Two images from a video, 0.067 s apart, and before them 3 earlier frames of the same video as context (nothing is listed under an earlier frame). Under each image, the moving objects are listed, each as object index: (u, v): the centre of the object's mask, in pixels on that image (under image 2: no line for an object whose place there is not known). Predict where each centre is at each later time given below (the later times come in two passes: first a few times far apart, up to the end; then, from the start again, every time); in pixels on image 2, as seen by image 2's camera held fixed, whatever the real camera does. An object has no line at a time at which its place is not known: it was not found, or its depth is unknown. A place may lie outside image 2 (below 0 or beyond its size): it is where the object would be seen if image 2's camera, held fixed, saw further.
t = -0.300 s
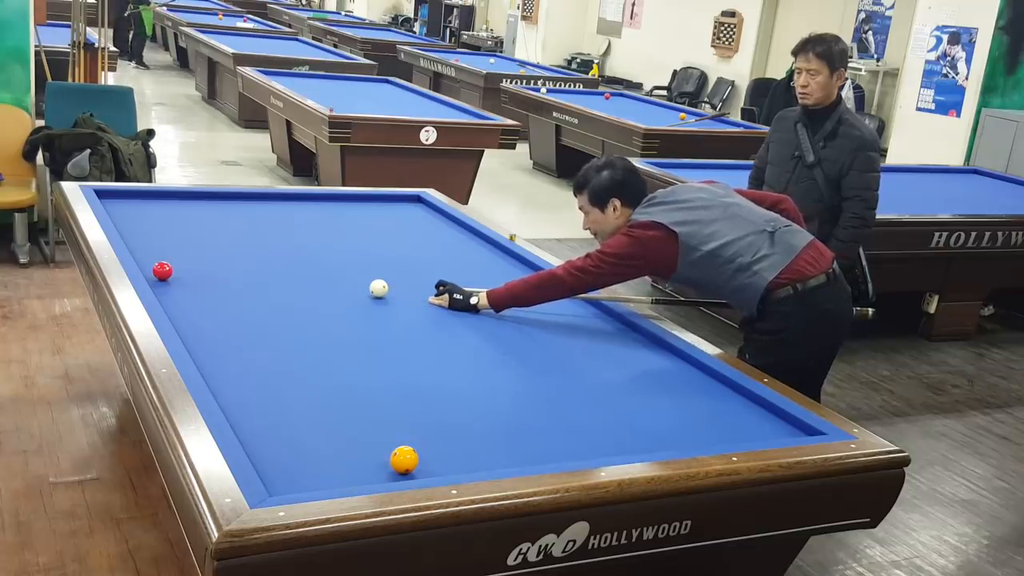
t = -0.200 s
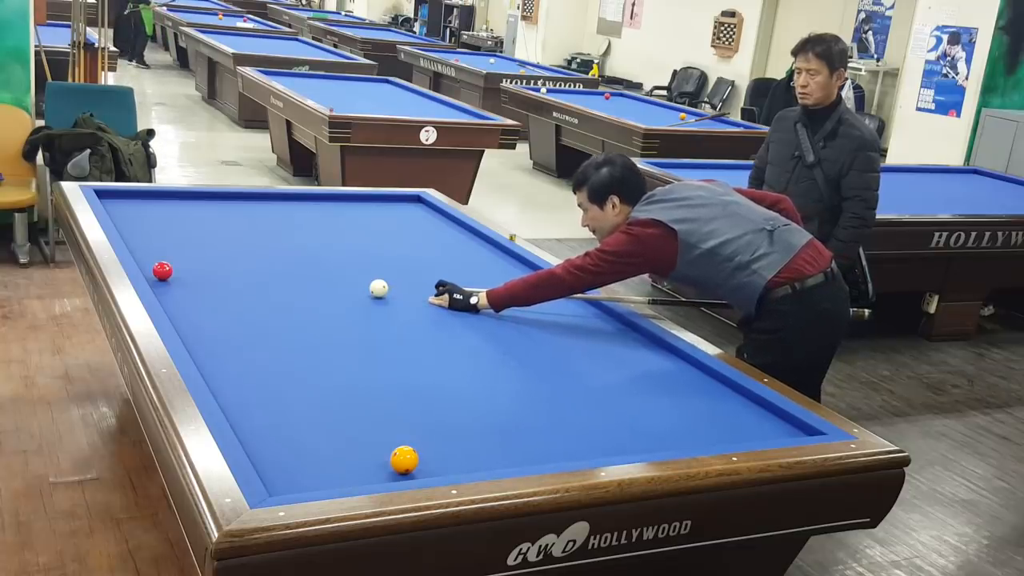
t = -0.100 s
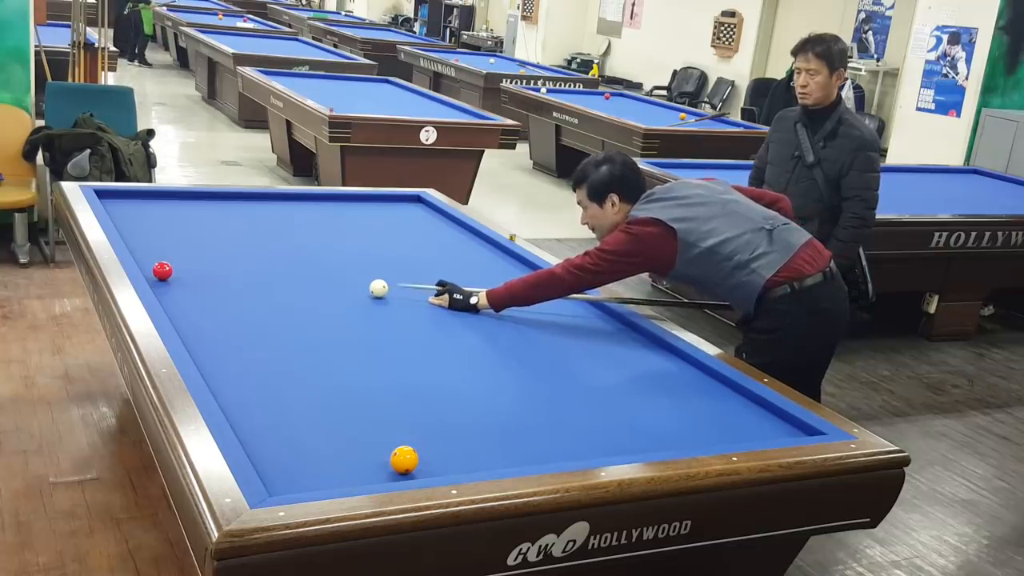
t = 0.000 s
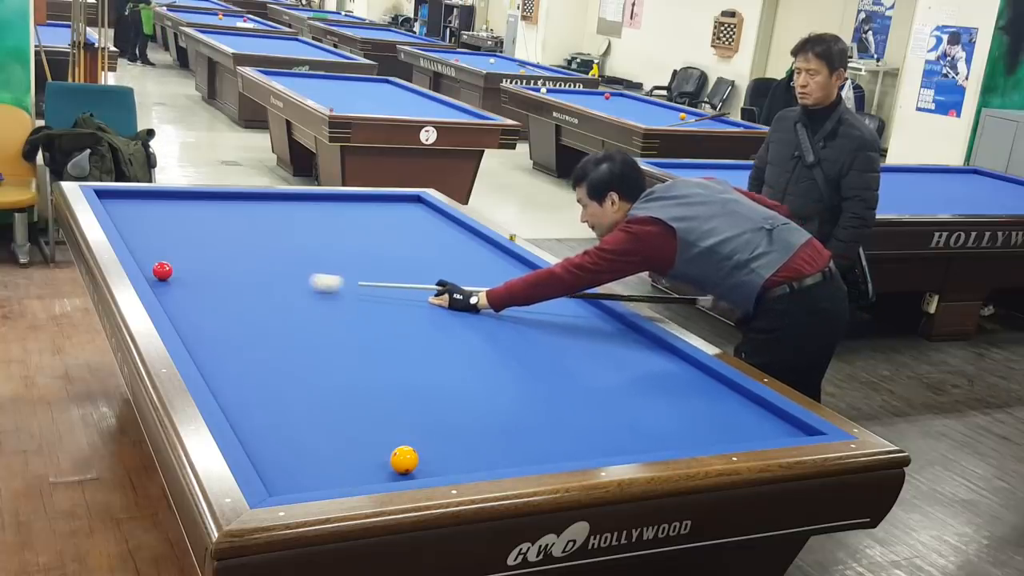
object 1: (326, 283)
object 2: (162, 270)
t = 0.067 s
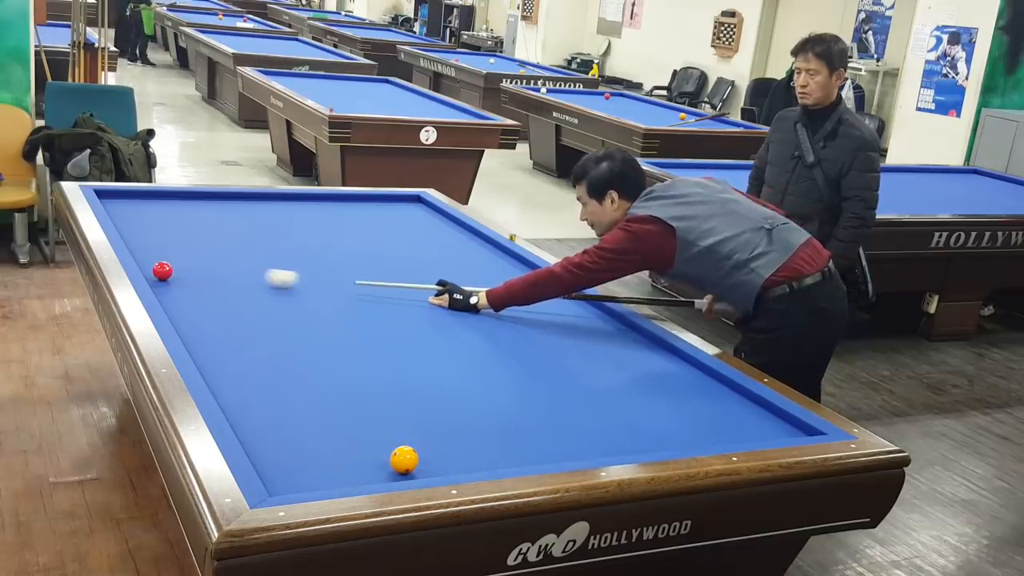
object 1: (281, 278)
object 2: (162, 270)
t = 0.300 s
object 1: (156, 258)
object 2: (165, 273)
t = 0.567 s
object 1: (160, 233)
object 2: (239, 276)
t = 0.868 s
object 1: (177, 210)
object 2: (313, 279)
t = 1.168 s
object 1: (200, 196)
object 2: (382, 281)
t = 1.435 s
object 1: (253, 208)
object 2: (441, 284)
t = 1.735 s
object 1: (312, 221)
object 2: (504, 286)
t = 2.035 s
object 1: (371, 233)
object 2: (565, 289)
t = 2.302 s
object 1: (425, 245)
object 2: (543, 291)
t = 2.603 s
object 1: (487, 258)
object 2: (515, 294)
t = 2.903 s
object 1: (531, 271)
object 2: (486, 296)
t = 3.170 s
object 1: (528, 283)
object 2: (461, 299)
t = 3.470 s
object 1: (524, 298)
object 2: (433, 301)
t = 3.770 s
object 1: (520, 313)
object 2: (405, 304)
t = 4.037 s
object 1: (516, 328)
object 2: (380, 306)
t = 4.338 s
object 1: (512, 346)
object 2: (352, 309)
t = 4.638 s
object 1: (508, 366)
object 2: (324, 311)
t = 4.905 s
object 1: (504, 384)
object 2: (300, 313)
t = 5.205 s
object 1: (499, 406)
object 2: (273, 315)
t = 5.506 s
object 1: (495, 431)
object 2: (246, 317)
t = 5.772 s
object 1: (490, 454)
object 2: (223, 319)
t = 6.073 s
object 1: (466, 460)
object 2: (198, 321)
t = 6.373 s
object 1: (428, 449)
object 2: (185, 323)
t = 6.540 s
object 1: (407, 440)
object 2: (194, 322)
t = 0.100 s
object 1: (259, 276)
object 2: (162, 270)
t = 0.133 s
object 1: (236, 274)
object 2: (162, 270)
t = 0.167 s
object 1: (214, 272)
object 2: (162, 270)
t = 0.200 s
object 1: (192, 269)
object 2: (162, 270)
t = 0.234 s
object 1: (176, 266)
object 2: (155, 271)
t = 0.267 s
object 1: (167, 262)
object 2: (153, 272)
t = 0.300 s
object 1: (156, 258)
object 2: (165, 273)
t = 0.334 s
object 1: (147, 255)
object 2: (176, 273)
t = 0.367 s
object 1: (139, 251)
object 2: (186, 273)
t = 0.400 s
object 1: (142, 248)
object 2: (195, 274)
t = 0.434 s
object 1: (147, 246)
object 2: (204, 274)
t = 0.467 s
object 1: (151, 242)
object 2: (213, 275)
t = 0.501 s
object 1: (155, 239)
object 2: (221, 275)
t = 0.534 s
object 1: (158, 236)
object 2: (230, 275)
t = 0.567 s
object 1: (160, 233)
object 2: (239, 276)
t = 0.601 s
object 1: (162, 231)
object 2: (247, 276)
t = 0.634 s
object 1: (164, 228)
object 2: (255, 276)
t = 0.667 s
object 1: (166, 225)
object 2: (264, 277)
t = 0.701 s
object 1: (168, 222)
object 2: (273, 277)
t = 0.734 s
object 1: (170, 220)
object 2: (280, 278)
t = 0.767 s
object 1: (172, 217)
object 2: (288, 278)
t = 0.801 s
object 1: (174, 215)
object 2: (296, 278)
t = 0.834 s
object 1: (175, 212)
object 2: (305, 278)
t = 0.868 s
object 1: (177, 210)
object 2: (313, 279)
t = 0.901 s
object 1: (179, 208)
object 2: (321, 279)
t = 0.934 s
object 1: (180, 205)
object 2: (329, 280)
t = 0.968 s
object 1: (182, 203)
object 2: (336, 280)
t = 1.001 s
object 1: (183, 201)
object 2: (344, 280)
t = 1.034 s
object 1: (185, 199)
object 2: (352, 280)
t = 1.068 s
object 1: (187, 196)
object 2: (360, 281)
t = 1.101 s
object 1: (188, 194)
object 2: (367, 281)
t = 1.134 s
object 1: (193, 194)
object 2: (375, 281)
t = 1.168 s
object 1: (200, 196)
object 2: (382, 281)
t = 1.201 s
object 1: (207, 198)
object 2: (390, 282)
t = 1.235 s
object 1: (214, 200)
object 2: (397, 282)
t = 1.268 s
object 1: (221, 201)
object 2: (405, 282)
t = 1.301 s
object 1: (227, 203)
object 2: (412, 283)
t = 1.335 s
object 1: (234, 204)
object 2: (420, 283)
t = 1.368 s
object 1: (241, 206)
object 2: (427, 283)
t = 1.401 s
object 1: (247, 207)
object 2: (434, 284)
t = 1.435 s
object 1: (253, 208)
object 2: (441, 284)
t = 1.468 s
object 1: (260, 210)
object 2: (448, 284)
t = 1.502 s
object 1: (266, 211)
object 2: (455, 284)
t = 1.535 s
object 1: (272, 213)
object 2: (463, 285)
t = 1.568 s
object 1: (279, 214)
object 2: (469, 285)
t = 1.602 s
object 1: (286, 215)
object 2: (476, 285)
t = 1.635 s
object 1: (292, 217)
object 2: (484, 286)
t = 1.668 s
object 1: (299, 218)
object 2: (491, 286)
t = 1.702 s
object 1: (305, 220)
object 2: (497, 286)
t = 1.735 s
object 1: (312, 221)
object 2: (504, 286)
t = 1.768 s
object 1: (318, 222)
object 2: (511, 287)
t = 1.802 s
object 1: (325, 224)
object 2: (518, 287)
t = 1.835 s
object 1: (331, 225)
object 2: (524, 287)
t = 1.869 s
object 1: (338, 226)
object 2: (531, 288)
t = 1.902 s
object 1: (344, 228)
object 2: (538, 288)
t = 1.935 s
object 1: (351, 229)
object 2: (544, 288)
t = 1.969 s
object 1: (358, 231)
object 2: (551, 288)
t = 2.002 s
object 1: (365, 232)
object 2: (558, 288)
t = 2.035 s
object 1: (371, 233)
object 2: (565, 289)
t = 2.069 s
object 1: (378, 235)
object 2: (568, 290)
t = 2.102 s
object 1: (385, 236)
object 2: (564, 289)
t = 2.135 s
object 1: (391, 238)
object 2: (560, 289)
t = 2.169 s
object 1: (398, 239)
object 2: (556, 290)
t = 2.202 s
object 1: (405, 241)
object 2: (553, 290)
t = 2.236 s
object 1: (411, 242)
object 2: (550, 291)
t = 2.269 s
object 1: (418, 243)
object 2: (546, 291)
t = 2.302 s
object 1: (425, 245)
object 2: (543, 291)
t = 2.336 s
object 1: (432, 246)
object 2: (540, 291)
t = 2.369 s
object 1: (439, 248)
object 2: (537, 292)
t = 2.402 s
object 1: (445, 249)
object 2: (534, 292)
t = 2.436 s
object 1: (452, 250)
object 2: (530, 292)
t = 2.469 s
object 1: (459, 252)
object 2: (527, 292)
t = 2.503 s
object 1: (466, 253)
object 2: (524, 293)
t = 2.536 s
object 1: (473, 255)
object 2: (521, 293)
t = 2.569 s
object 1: (480, 256)
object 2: (518, 294)
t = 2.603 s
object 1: (487, 258)
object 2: (515, 294)
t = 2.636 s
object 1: (494, 259)
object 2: (512, 294)
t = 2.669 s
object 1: (501, 261)
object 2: (509, 294)
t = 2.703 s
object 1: (508, 262)
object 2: (505, 295)
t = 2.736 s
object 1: (515, 264)
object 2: (502, 295)
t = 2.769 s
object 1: (522, 265)
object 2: (499, 295)
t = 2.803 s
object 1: (529, 266)
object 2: (496, 295)
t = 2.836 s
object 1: (533, 268)
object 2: (492, 296)
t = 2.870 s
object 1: (531, 270)
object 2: (489, 296)
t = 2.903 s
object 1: (531, 271)
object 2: (486, 296)
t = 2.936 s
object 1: (530, 273)
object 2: (483, 297)
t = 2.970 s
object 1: (530, 274)
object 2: (480, 297)
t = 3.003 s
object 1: (529, 276)
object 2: (477, 297)
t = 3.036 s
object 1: (529, 277)
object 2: (474, 298)
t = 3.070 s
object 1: (529, 278)
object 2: (471, 298)
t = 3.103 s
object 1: (528, 280)
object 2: (468, 298)
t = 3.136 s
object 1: (528, 282)
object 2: (465, 299)
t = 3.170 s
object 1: (528, 283)
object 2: (461, 299)
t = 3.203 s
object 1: (527, 285)
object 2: (458, 299)
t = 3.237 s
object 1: (527, 286)
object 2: (455, 300)
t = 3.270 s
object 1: (526, 288)
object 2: (452, 300)
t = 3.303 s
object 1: (526, 290)
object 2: (449, 300)
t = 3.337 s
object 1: (526, 291)
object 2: (445, 300)
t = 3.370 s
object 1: (525, 293)
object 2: (442, 301)
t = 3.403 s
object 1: (525, 295)
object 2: (439, 301)
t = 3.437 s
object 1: (524, 296)
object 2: (436, 301)
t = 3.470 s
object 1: (524, 298)
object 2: (433, 301)
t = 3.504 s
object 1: (523, 300)
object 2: (430, 302)
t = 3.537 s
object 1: (523, 301)
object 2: (426, 302)
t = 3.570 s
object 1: (523, 303)
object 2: (424, 302)
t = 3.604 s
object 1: (522, 305)
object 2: (420, 303)
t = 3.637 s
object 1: (521, 306)
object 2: (417, 303)
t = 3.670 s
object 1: (521, 308)
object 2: (414, 303)
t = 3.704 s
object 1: (521, 310)
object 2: (411, 303)
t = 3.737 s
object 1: (520, 312)
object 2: (408, 304)
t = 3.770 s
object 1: (520, 313)
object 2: (405, 304)
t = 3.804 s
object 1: (519, 315)
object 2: (402, 304)
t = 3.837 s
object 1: (519, 317)
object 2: (398, 304)
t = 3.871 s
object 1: (519, 319)
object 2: (395, 305)
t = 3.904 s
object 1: (518, 321)
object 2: (392, 305)
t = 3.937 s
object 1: (518, 322)
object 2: (389, 305)
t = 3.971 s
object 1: (517, 324)
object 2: (386, 306)
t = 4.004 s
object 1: (517, 326)
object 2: (383, 306)
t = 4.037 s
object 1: (516, 328)
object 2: (380, 306)
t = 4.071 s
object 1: (516, 330)
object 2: (377, 306)
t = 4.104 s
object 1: (515, 332)
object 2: (374, 307)
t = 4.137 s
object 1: (515, 334)
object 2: (370, 307)
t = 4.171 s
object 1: (514, 336)
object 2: (367, 307)
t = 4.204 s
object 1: (514, 338)
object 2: (364, 308)
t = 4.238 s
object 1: (513, 340)
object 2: (361, 308)
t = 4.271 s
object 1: (513, 342)
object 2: (358, 308)
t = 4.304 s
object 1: (512, 344)
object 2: (355, 309)
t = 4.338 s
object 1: (512, 346)
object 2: (352, 309)
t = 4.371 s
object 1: (511, 348)
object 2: (349, 309)
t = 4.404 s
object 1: (511, 350)
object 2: (346, 309)
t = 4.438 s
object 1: (511, 352)
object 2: (342, 309)
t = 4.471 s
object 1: (510, 355)
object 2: (339, 310)
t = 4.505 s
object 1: (510, 357)
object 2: (336, 310)
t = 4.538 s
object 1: (509, 359)
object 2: (333, 310)
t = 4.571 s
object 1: (509, 361)
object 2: (330, 310)
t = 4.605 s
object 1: (508, 363)
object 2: (327, 311)
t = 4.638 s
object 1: (508, 366)
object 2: (324, 311)
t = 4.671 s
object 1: (507, 368)
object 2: (321, 311)
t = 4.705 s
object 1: (507, 370)
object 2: (318, 312)
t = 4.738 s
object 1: (506, 372)
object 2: (315, 312)
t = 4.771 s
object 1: (506, 375)
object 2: (312, 312)
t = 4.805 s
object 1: (505, 377)
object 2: (309, 312)
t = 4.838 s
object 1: (505, 379)
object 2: (306, 313)
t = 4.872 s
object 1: (504, 381)
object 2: (303, 313)
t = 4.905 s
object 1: (504, 384)
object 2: (300, 313)
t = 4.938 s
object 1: (503, 386)
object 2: (297, 314)
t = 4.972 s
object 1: (503, 389)
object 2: (294, 314)
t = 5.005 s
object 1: (502, 391)
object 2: (291, 314)
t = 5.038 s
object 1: (502, 393)
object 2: (288, 314)
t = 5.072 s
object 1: (501, 396)
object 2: (285, 314)
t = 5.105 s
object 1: (501, 398)
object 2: (282, 315)
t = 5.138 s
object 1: (500, 401)
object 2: (279, 315)
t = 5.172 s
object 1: (500, 404)
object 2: (276, 315)
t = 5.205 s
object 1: (499, 406)
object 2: (273, 315)
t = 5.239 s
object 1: (499, 409)
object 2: (270, 315)
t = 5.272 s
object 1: (498, 412)
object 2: (267, 316)
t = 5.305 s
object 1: (498, 414)
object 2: (264, 316)
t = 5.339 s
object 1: (497, 417)
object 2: (261, 316)
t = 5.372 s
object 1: (497, 420)
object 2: (258, 316)
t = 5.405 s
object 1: (496, 423)
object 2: (255, 317)
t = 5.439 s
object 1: (496, 425)
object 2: (252, 317)
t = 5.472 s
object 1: (495, 428)
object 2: (249, 317)
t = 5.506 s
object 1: (495, 431)
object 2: (246, 317)
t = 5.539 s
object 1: (494, 434)
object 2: (243, 318)
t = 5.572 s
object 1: (494, 436)
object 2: (241, 318)
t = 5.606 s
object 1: (493, 439)
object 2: (238, 318)
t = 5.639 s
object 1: (492, 442)
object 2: (235, 318)
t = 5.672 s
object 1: (492, 445)
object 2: (232, 319)
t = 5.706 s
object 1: (492, 448)
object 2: (229, 319)
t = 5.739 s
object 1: (491, 451)
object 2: (226, 319)
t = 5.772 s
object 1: (490, 454)
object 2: (223, 319)
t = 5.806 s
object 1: (490, 457)
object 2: (220, 320)
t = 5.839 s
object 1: (489, 459)
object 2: (217, 320)
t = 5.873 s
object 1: (489, 461)
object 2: (215, 320)
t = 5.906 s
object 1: (488, 463)
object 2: (212, 320)
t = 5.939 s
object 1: (484, 463)
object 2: (209, 320)
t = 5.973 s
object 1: (480, 462)
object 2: (206, 320)
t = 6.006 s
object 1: (475, 462)
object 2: (203, 321)
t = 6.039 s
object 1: (470, 461)
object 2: (200, 321)
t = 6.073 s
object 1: (466, 460)
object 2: (198, 321)
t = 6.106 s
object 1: (461, 459)
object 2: (195, 321)
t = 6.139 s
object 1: (457, 458)
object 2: (192, 322)
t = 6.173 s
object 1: (452, 457)
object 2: (190, 322)
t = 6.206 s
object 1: (448, 455)
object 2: (187, 322)
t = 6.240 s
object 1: (444, 454)
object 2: (184, 322)
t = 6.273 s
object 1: (439, 453)
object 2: (182, 322)
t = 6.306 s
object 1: (435, 451)
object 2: (182, 322)
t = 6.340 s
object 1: (431, 450)
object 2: (183, 323)
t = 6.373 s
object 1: (428, 449)
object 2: (185, 323)
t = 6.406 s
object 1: (424, 447)
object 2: (187, 322)
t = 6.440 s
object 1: (420, 445)
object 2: (189, 322)
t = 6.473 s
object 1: (416, 443)
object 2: (190, 322)
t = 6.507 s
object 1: (411, 441)
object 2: (192, 322)
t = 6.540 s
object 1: (407, 440)
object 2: (194, 322)
